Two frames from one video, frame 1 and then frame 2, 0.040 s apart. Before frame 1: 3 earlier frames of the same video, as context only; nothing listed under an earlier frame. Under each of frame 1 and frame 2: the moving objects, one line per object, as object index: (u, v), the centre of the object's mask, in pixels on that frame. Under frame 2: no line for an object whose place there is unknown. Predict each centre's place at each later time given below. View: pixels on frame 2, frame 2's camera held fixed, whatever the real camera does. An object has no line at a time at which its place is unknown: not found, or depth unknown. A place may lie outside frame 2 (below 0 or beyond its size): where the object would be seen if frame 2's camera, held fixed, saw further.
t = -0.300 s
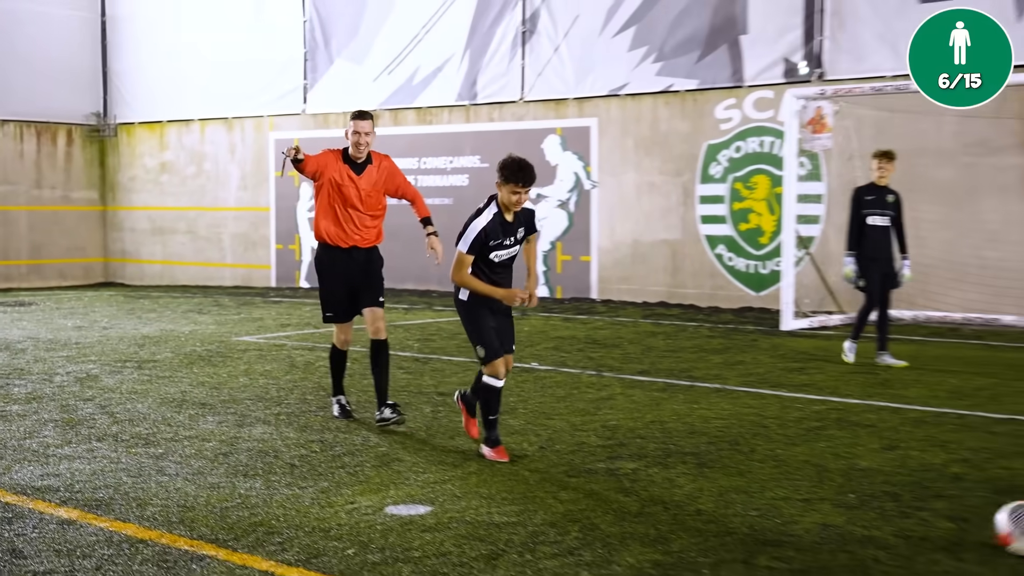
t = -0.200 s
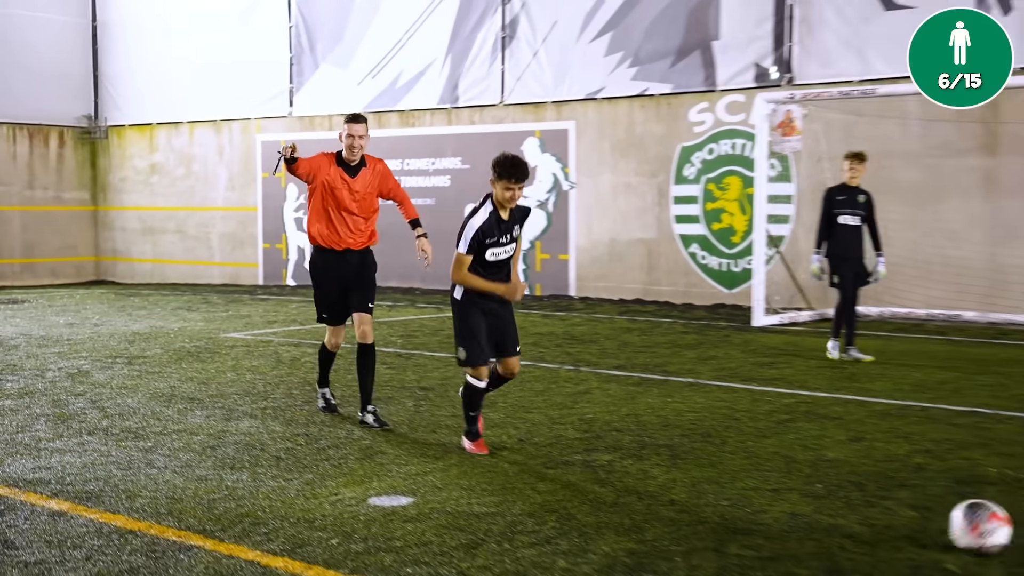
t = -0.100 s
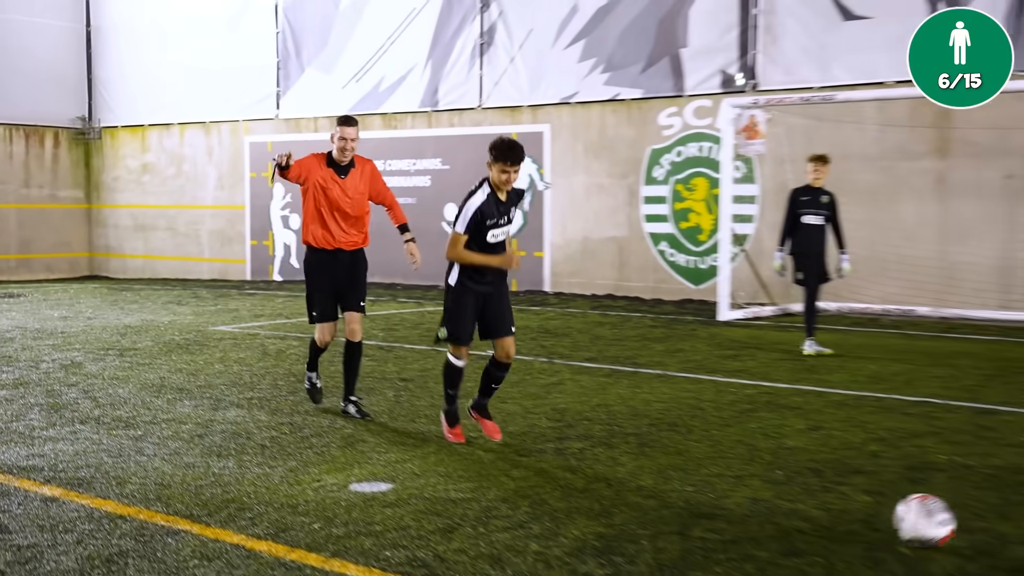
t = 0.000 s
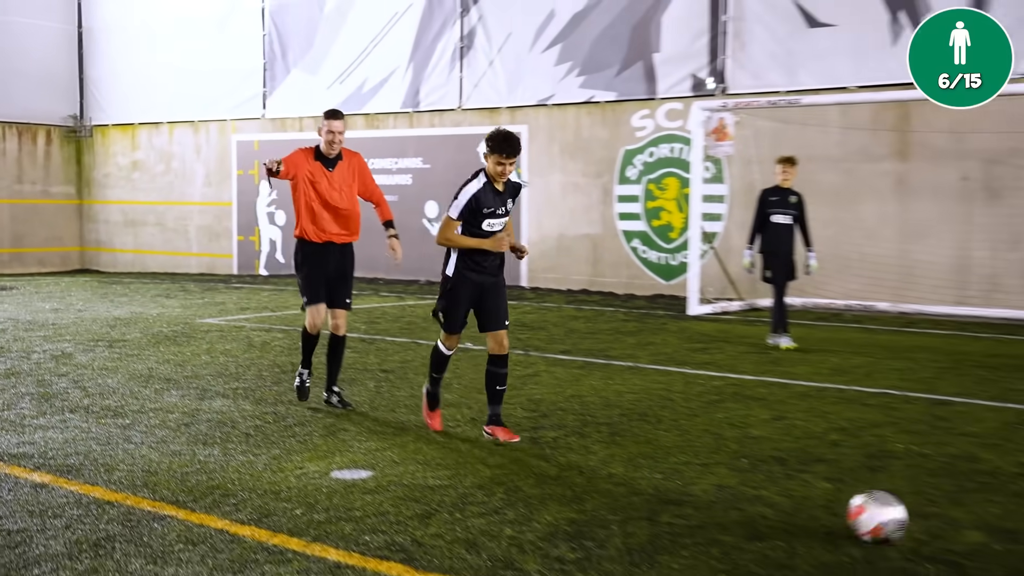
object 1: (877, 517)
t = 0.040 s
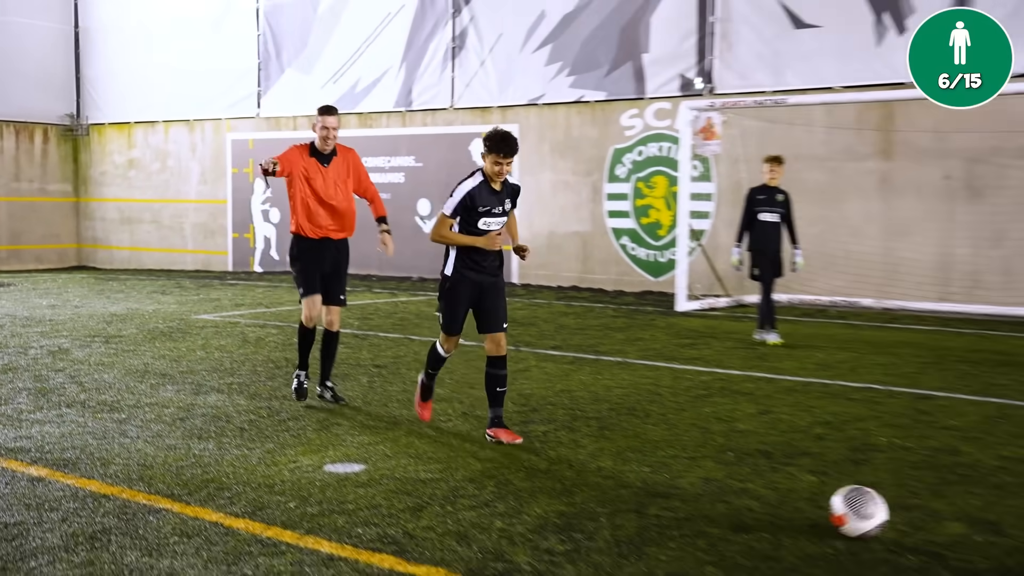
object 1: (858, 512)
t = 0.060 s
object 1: (859, 515)
